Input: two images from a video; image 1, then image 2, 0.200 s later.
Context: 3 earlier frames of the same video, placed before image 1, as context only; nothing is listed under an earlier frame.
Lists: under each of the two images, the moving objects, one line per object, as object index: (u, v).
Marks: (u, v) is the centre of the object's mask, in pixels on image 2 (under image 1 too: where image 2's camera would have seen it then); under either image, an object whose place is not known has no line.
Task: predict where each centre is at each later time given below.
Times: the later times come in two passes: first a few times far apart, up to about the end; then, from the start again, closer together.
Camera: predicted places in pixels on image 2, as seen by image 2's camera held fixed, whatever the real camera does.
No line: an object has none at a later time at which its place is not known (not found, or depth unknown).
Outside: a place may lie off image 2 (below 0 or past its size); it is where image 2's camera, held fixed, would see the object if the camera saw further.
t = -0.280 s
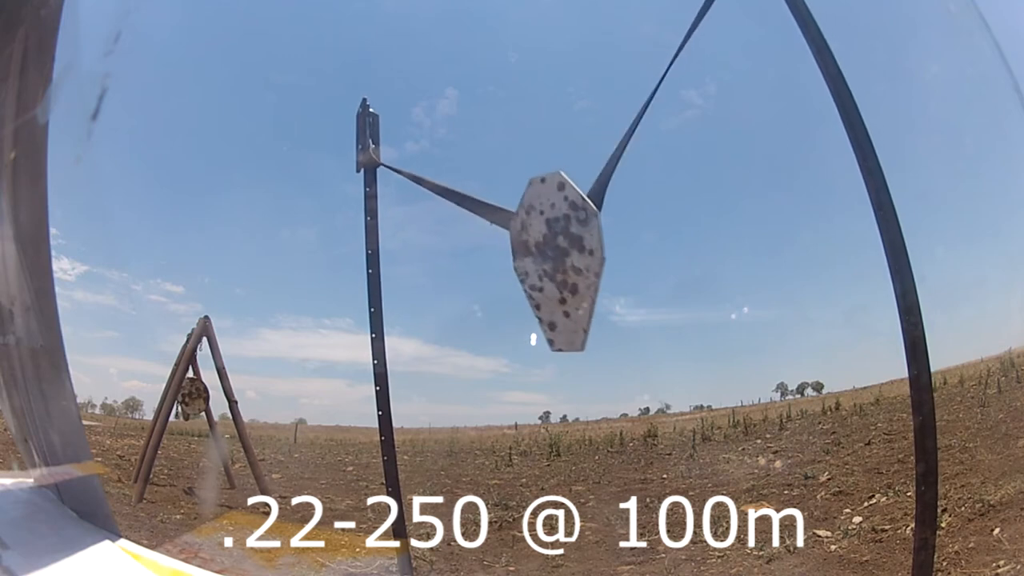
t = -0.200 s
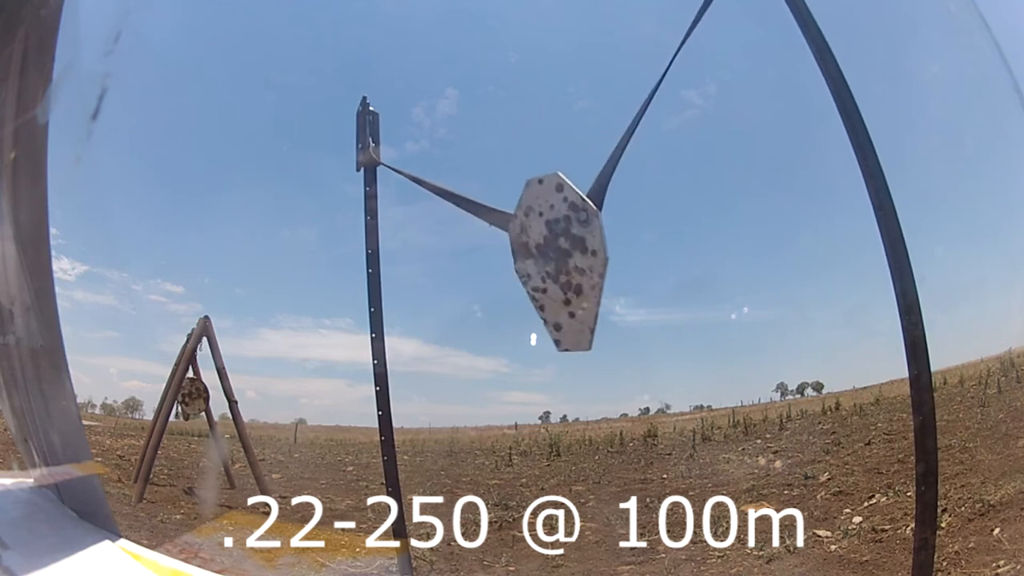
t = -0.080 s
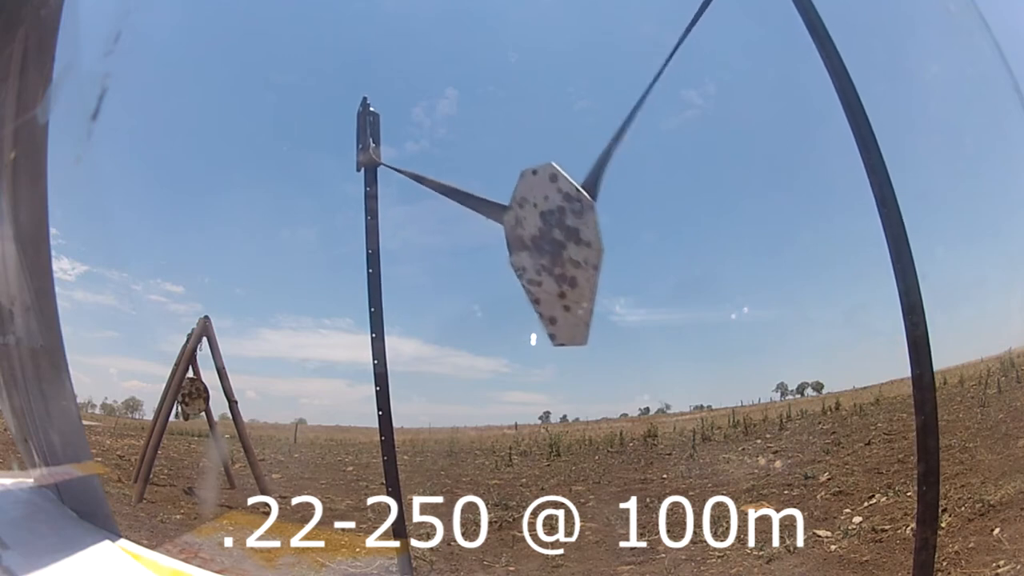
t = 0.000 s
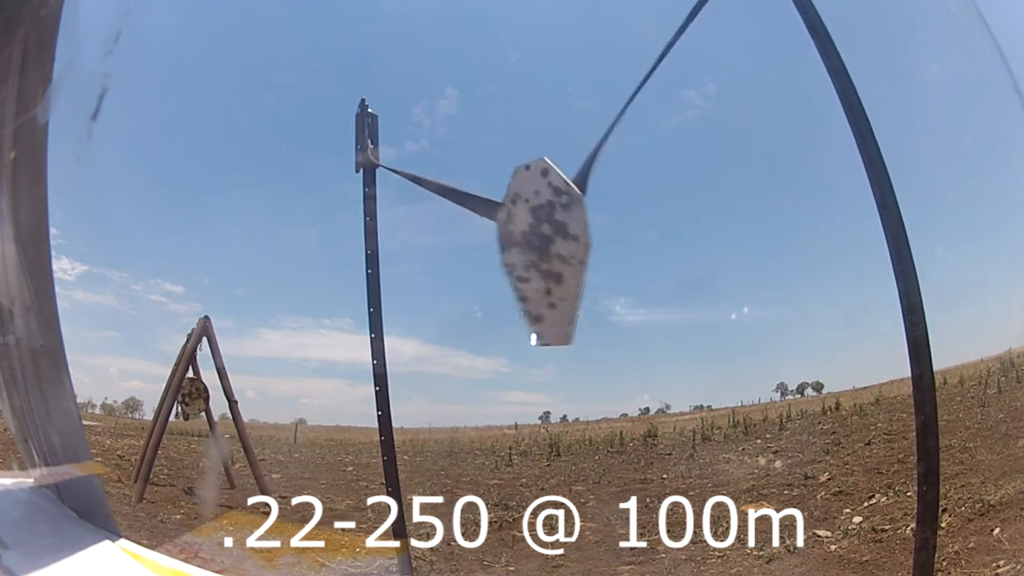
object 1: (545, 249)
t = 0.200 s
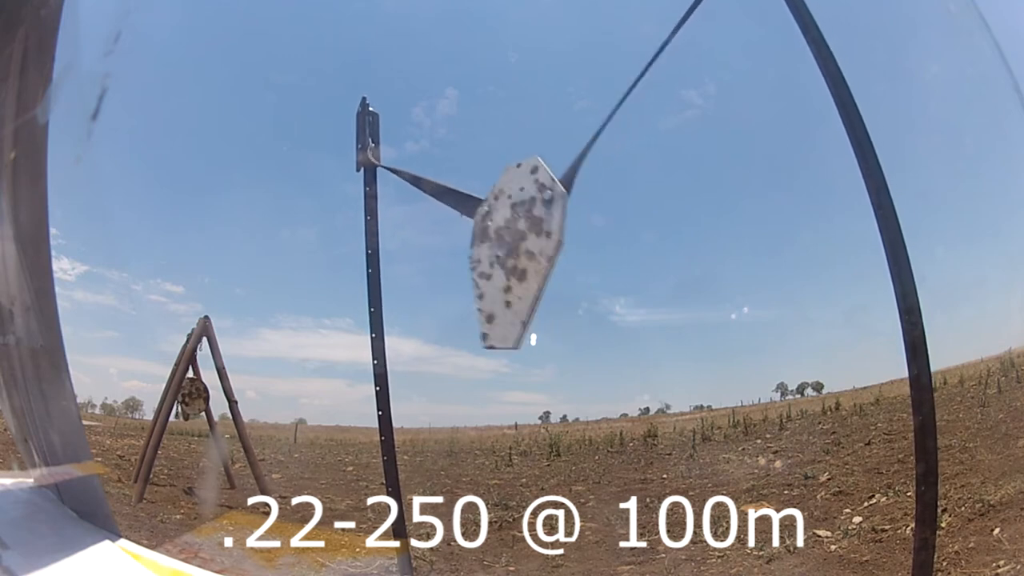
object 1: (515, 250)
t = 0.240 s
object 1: (512, 247)
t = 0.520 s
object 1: (497, 235)
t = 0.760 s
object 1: (532, 251)
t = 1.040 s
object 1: (553, 254)
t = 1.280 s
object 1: (553, 254)
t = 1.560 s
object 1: (521, 246)
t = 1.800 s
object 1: (498, 237)
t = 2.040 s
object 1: (520, 245)
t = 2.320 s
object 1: (547, 251)
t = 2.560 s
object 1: (556, 257)
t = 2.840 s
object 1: (531, 247)
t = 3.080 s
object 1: (505, 242)
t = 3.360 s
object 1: (513, 244)
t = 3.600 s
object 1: (540, 251)
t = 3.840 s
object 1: (554, 256)
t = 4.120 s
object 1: (540, 249)
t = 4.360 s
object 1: (515, 247)
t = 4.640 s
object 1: (506, 240)
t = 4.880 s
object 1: (533, 250)
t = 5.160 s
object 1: (551, 254)
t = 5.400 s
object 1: (547, 253)
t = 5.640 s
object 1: (524, 247)
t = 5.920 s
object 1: (506, 240)
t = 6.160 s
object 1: (525, 248)
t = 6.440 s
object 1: (545, 251)
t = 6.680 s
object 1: (551, 256)
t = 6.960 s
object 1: (529, 247)
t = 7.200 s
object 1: (510, 243)
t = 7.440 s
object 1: (517, 244)
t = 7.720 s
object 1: (540, 251)
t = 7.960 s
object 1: (550, 255)
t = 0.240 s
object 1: (512, 247)
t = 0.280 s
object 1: (509, 243)
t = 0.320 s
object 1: (506, 238)
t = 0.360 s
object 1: (503, 234)
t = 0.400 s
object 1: (500, 231)
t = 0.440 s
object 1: (498, 231)
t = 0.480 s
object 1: (496, 232)
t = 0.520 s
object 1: (497, 235)
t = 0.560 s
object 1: (499, 239)
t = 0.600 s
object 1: (504, 242)
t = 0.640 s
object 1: (511, 246)
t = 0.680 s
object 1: (519, 249)
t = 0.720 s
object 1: (526, 250)
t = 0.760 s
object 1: (532, 251)
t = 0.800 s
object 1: (537, 251)
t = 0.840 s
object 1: (540, 251)
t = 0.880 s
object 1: (542, 250)
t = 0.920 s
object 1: (544, 251)
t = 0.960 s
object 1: (547, 252)
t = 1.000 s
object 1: (550, 253)
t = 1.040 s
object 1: (553, 254)
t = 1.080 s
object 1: (557, 255)
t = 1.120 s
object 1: (560, 255)
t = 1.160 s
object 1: (561, 255)
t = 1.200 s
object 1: (561, 255)
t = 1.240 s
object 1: (558, 255)
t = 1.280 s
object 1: (553, 254)
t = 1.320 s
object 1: (548, 253)
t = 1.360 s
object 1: (542, 252)
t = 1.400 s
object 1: (536, 251)
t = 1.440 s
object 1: (532, 250)
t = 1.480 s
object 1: (528, 248)
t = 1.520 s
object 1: (525, 247)
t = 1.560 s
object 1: (521, 246)
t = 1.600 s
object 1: (518, 245)
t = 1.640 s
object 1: (513, 243)
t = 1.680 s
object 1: (508, 241)
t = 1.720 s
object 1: (504, 240)
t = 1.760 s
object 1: (500, 239)
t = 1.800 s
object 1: (498, 237)
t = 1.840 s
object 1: (498, 236)
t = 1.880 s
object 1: (500, 235)
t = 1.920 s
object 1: (503, 236)
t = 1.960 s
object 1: (509, 237)
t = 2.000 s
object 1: (514, 241)
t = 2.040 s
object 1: (520, 245)
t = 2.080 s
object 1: (525, 249)
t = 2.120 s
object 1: (529, 252)
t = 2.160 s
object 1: (532, 254)
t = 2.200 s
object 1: (536, 255)
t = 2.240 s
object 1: (539, 254)
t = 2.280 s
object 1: (542, 253)
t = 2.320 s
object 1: (547, 251)
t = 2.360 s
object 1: (550, 250)
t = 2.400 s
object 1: (554, 250)
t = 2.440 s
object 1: (557, 251)
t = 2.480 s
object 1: (558, 253)
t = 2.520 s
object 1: (558, 255)
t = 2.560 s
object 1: (556, 257)
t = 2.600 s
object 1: (554, 258)
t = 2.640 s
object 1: (551, 257)
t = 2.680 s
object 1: (547, 255)
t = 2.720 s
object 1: (543, 253)
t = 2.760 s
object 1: (539, 250)
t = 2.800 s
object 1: (535, 248)
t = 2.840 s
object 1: (531, 247)
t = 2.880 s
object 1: (527, 246)
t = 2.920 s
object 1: (522, 245)
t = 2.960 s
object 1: (517, 246)
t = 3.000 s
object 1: (513, 246)
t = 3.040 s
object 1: (508, 245)
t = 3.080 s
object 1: (505, 242)
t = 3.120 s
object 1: (503, 240)
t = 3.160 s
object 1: (502, 237)
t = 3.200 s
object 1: (503, 235)
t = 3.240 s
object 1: (504, 234)
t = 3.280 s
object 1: (506, 236)
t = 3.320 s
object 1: (509, 240)
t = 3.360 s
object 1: (513, 244)
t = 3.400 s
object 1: (517, 247)
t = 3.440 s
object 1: (522, 250)
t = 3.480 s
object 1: (527, 252)
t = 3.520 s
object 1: (531, 253)
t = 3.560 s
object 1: (536, 252)
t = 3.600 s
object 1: (540, 251)
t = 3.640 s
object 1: (543, 250)
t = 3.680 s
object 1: (546, 250)
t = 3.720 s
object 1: (549, 251)
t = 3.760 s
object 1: (551, 252)
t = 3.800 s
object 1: (552, 254)
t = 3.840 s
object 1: (554, 256)
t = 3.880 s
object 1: (554, 257)
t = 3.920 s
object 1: (555, 257)
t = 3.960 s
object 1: (554, 256)
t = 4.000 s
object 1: (552, 254)
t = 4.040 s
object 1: (549, 252)
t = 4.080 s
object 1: (545, 250)
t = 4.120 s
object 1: (540, 249)
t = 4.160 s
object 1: (535, 249)
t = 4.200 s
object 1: (530, 249)
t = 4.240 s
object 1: (525, 249)
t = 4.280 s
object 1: (521, 249)
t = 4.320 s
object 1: (518, 248)
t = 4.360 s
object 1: (515, 247)
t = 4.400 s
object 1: (513, 244)
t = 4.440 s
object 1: (511, 241)
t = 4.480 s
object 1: (508, 238)
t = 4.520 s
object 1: (506, 237)
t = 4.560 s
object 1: (505, 237)
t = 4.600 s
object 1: (505, 238)
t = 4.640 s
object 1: (506, 240)
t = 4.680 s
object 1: (508, 242)
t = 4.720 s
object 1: (513, 245)
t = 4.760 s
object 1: (518, 247)
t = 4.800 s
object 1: (523, 249)
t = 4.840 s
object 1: (529, 250)
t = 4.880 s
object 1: (533, 250)
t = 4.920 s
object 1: (537, 250)
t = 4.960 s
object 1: (539, 251)
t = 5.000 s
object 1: (541, 251)
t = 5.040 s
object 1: (543, 252)
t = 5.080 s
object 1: (545, 253)
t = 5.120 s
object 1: (548, 254)
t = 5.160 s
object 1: (551, 254)
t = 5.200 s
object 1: (553, 255)
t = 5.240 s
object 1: (555, 255)
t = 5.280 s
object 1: (555, 255)
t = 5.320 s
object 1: (554, 254)
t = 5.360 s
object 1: (551, 254)
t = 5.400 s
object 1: (547, 253)
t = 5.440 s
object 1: (542, 252)
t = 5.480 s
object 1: (538, 251)
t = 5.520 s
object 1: (533, 251)
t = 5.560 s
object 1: (530, 250)
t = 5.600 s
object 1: (527, 249)
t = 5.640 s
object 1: (524, 247)
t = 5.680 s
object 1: (522, 247)
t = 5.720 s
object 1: (519, 245)
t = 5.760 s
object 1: (516, 244)
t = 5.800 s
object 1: (512, 243)
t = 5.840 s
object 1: (509, 242)
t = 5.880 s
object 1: (506, 241)
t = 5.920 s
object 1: (506, 240)
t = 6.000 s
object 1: (508, 240)
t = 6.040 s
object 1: (511, 241)
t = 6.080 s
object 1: (516, 243)
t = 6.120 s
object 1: (520, 246)
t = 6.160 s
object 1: (525, 248)
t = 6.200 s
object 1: (529, 250)
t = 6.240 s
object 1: (532, 252)
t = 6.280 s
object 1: (534, 253)
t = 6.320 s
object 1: (537, 253)
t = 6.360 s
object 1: (539, 252)
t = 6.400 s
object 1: (542, 252)
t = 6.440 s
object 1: (545, 251)
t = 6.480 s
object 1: (548, 251)
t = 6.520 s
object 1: (550, 252)
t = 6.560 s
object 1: (552, 253)
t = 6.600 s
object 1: (553, 254)
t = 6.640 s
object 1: (552, 255)
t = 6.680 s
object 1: (551, 256)
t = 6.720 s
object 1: (548, 255)
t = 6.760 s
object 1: (545, 254)
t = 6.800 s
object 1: (542, 253)
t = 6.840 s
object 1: (538, 251)
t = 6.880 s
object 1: (535, 249)
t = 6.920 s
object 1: (532, 247)
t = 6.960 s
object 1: (529, 247)
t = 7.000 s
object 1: (525, 247)
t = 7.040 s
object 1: (522, 247)
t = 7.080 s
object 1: (518, 247)
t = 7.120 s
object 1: (515, 246)
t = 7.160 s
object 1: (512, 245)
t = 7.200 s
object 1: (510, 243)
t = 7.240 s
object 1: (509, 241)
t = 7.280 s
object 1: (509, 240)
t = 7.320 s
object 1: (510, 239)
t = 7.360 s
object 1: (511, 239)
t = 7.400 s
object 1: (514, 241)
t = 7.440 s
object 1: (517, 244)
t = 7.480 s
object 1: (520, 247)
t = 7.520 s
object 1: (523, 249)
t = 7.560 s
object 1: (527, 251)
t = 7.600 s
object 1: (531, 253)
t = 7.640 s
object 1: (534, 252)
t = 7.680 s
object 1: (538, 252)
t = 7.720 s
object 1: (540, 251)
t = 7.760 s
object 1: (543, 250)
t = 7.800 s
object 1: (545, 250)
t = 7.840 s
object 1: (547, 251)
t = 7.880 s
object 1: (548, 253)
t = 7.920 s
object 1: (549, 254)
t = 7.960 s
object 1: (550, 255)
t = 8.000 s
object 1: (550, 256)
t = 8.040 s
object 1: (549, 256)
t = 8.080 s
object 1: (548, 254)
